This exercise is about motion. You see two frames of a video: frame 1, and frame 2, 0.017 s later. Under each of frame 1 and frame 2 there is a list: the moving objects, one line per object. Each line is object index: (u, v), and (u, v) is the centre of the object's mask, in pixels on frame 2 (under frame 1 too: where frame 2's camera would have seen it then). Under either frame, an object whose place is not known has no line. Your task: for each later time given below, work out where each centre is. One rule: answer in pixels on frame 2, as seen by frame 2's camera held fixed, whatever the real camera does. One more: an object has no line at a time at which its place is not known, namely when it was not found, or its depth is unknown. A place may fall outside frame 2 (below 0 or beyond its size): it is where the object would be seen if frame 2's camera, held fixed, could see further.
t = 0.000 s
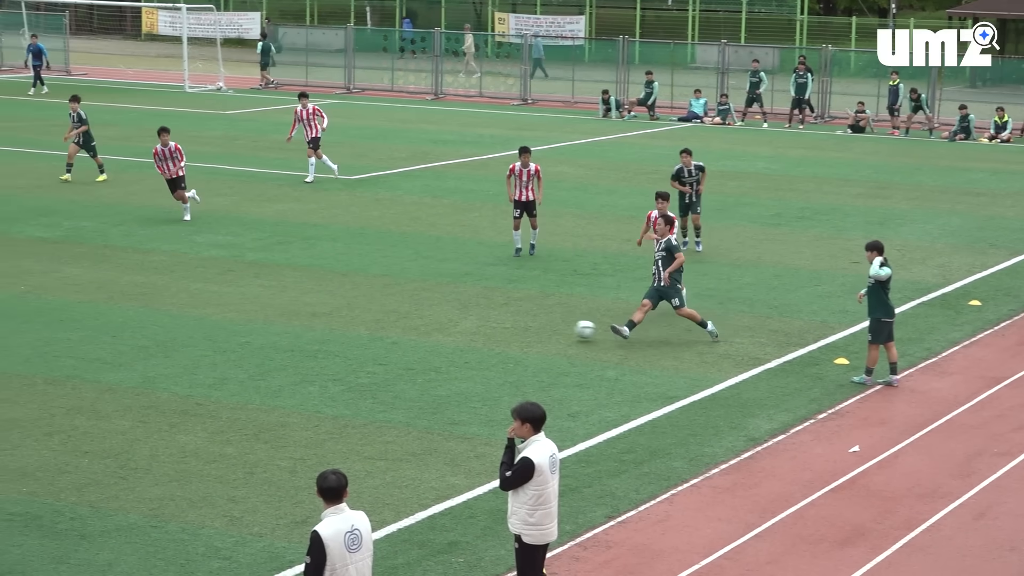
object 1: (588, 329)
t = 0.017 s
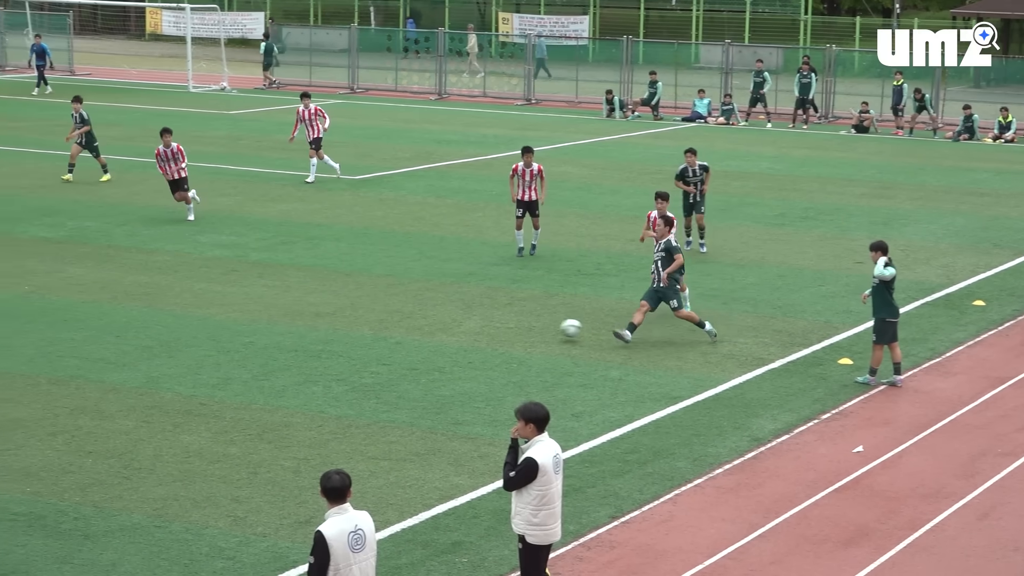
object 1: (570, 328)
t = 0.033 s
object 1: (553, 326)
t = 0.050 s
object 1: (535, 325)
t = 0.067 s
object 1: (518, 325)
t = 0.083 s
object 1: (500, 324)
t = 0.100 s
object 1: (483, 324)
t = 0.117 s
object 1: (466, 324)
